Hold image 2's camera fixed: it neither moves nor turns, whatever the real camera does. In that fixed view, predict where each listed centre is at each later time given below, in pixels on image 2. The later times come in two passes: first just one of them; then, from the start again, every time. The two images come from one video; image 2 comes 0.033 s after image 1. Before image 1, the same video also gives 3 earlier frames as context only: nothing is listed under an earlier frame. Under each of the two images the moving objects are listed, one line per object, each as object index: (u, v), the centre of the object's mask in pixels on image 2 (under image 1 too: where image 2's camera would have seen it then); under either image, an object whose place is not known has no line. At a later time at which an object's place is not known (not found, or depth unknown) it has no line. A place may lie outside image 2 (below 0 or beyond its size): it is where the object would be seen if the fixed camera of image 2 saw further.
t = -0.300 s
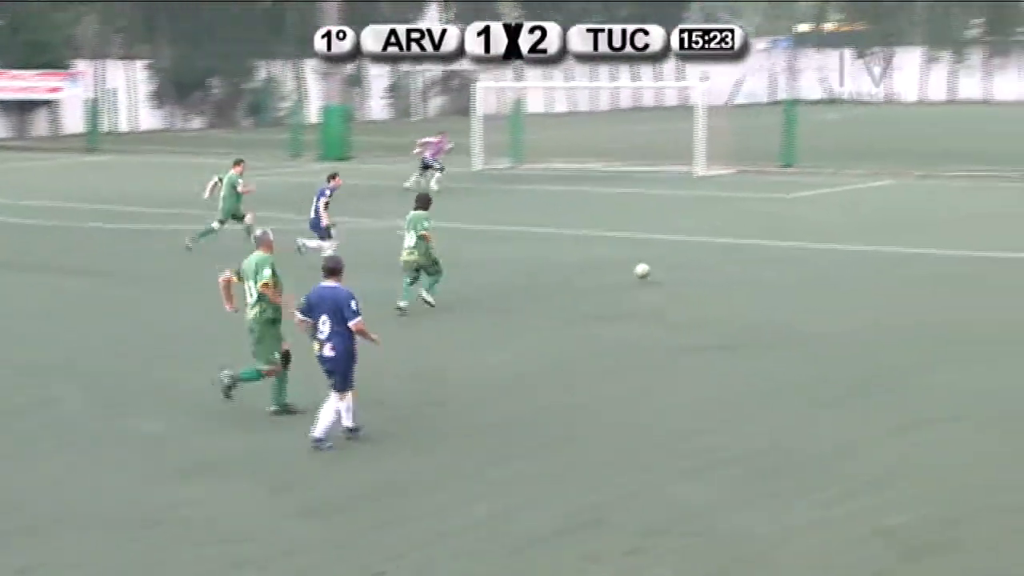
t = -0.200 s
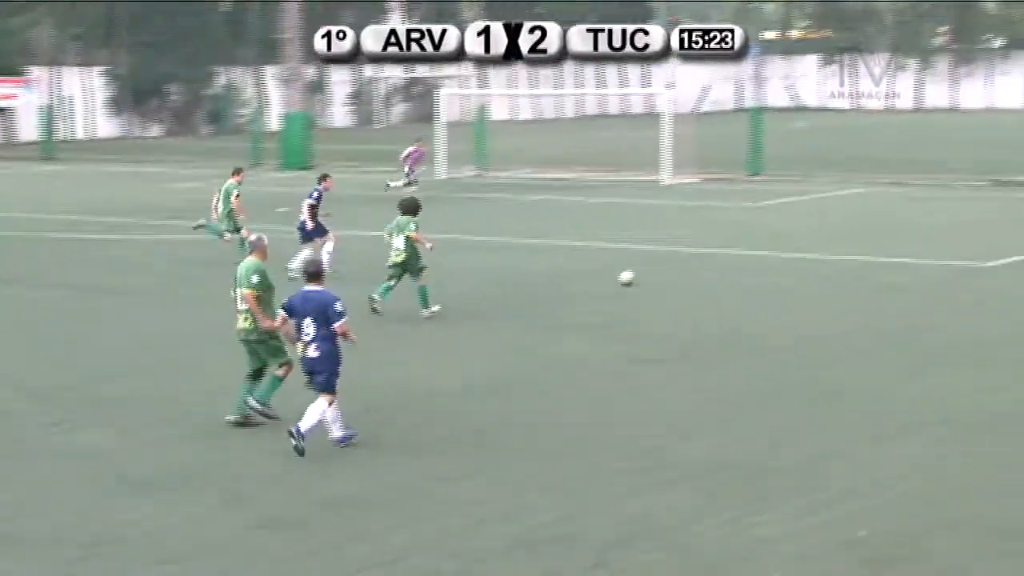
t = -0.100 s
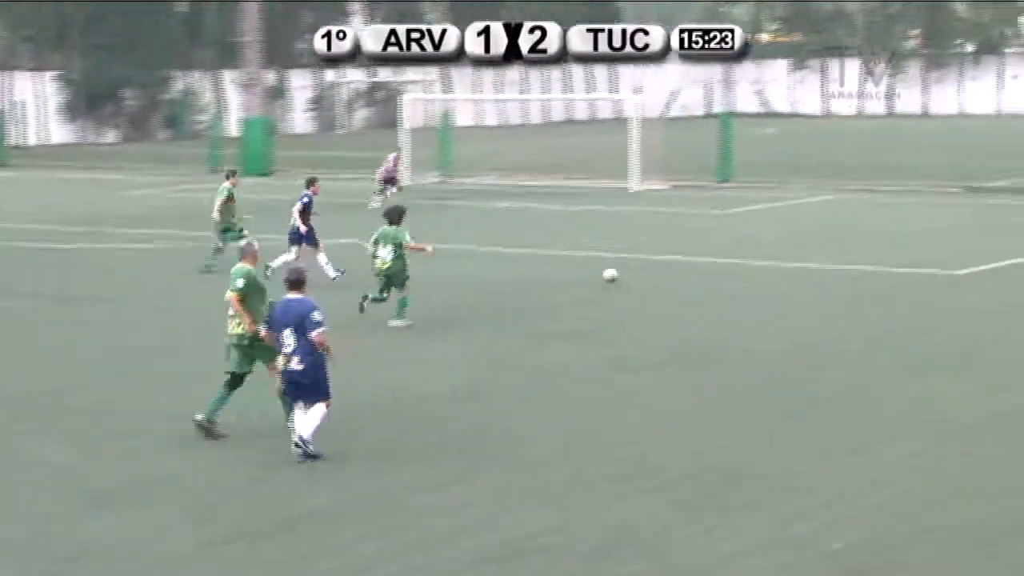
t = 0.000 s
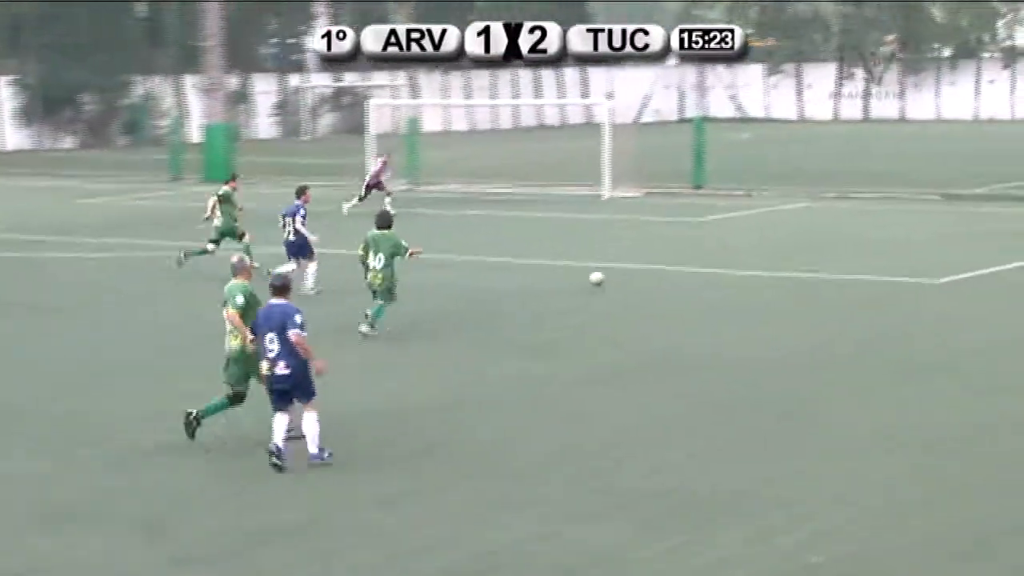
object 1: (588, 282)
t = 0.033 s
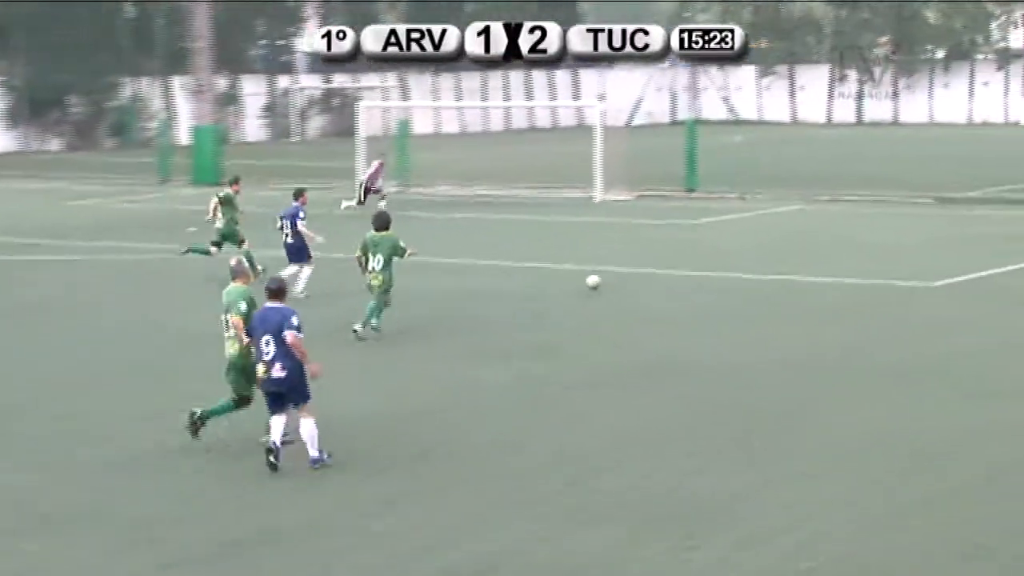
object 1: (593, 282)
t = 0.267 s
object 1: (623, 272)
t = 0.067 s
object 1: (598, 282)
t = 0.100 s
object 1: (602, 280)
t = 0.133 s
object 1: (606, 278)
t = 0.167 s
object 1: (610, 277)
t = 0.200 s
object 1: (615, 275)
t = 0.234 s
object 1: (619, 274)
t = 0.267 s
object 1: (623, 272)
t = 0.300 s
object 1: (626, 269)
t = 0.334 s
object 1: (630, 267)
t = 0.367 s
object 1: (633, 267)
